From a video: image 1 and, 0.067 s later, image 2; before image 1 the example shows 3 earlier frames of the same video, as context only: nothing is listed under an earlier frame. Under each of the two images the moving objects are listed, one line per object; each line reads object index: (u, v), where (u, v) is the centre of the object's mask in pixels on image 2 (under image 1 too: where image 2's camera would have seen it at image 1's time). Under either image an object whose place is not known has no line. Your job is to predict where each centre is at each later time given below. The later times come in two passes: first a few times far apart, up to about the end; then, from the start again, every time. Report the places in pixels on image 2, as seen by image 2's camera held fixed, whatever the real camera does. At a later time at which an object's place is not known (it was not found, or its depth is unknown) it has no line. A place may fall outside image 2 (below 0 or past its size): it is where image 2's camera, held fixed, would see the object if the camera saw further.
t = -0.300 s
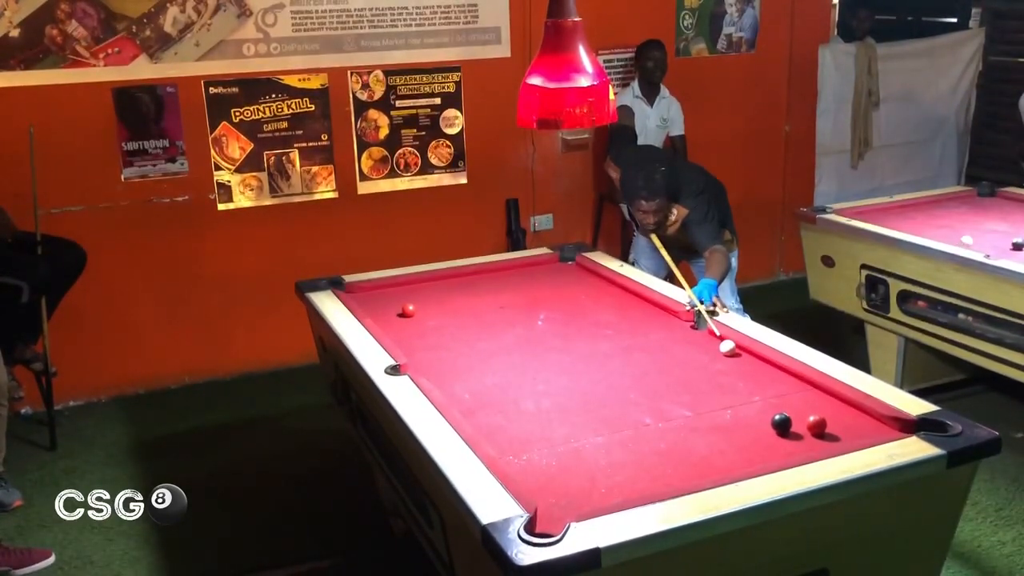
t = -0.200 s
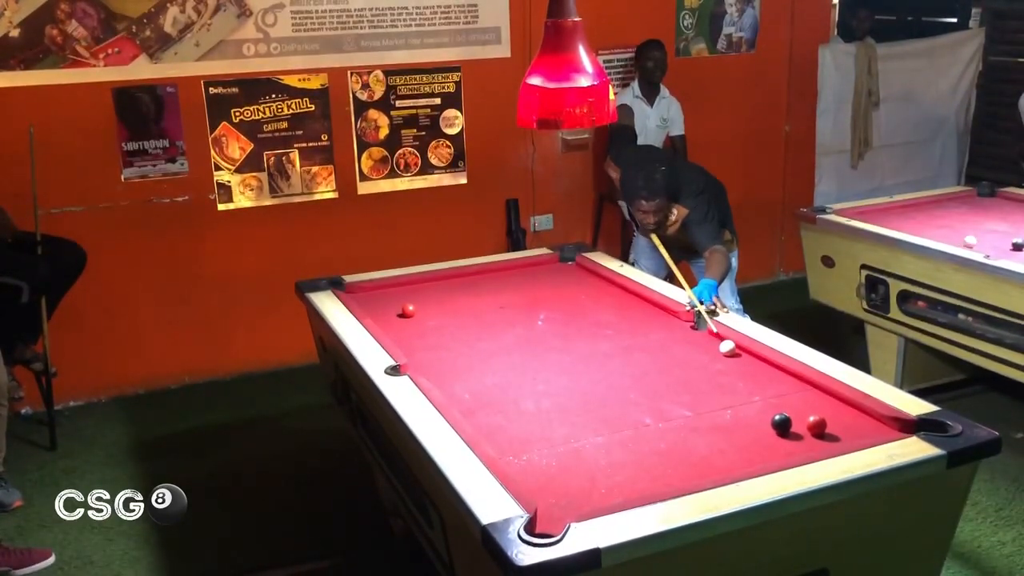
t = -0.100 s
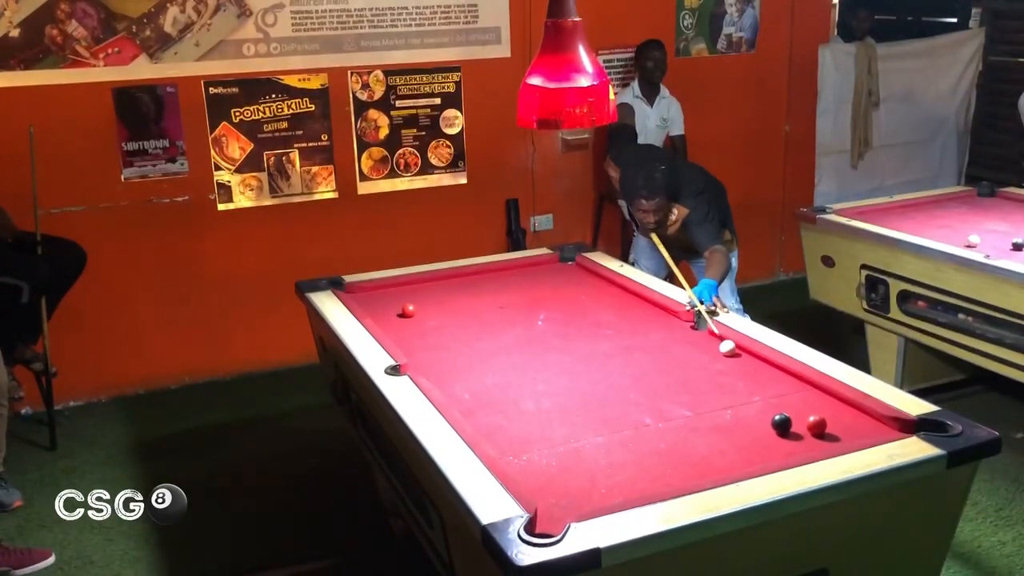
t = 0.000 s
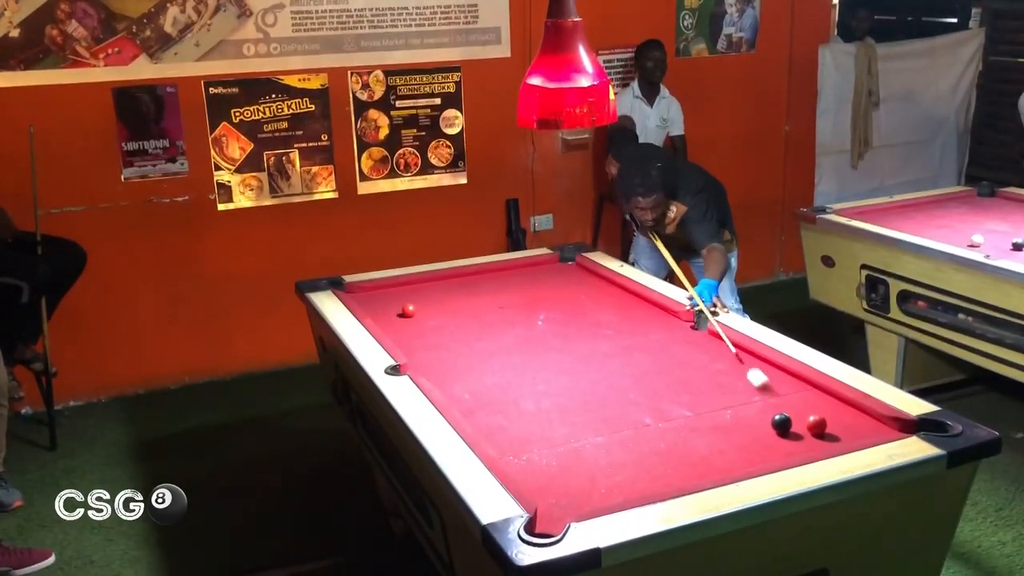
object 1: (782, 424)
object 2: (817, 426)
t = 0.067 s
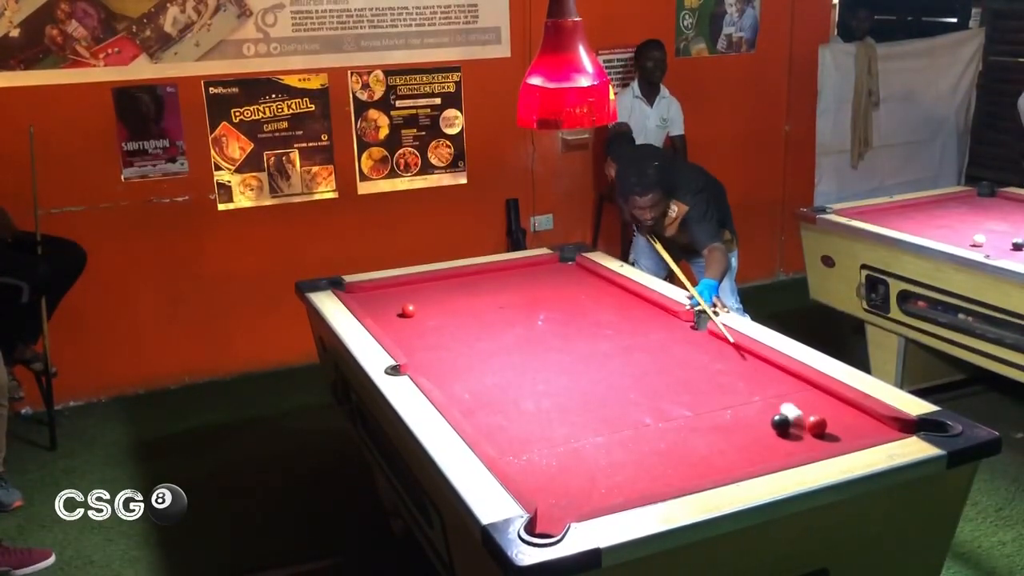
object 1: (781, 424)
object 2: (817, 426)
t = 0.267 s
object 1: (719, 451)
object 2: (838, 404)
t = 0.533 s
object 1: (639, 486)
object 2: (766, 375)
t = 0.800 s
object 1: (550, 513)
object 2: (699, 351)
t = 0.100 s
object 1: (771, 428)
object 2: (842, 433)
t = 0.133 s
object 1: (759, 433)
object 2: (860, 433)
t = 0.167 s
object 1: (748, 439)
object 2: (855, 428)
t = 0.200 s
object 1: (738, 444)
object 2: (850, 420)
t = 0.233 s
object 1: (728, 447)
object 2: (844, 412)
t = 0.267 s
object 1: (719, 451)
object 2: (838, 404)
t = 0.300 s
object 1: (709, 457)
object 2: (834, 399)
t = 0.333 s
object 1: (700, 461)
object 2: (824, 395)
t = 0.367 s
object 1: (690, 467)
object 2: (814, 391)
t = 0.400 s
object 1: (680, 471)
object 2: (804, 388)
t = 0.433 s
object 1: (670, 475)
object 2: (794, 384)
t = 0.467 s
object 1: (659, 478)
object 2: (784, 381)
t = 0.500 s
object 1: (649, 481)
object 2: (775, 378)
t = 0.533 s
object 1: (639, 486)
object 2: (766, 375)
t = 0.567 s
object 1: (628, 489)
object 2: (757, 371)
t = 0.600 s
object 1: (617, 493)
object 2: (748, 368)
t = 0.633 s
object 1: (606, 498)
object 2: (739, 365)
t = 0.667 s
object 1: (594, 500)
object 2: (731, 362)
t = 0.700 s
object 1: (581, 504)
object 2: (723, 359)
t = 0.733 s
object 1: (569, 509)
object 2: (715, 356)
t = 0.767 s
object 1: (557, 512)
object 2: (707, 353)
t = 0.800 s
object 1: (550, 513)
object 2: (699, 351)
